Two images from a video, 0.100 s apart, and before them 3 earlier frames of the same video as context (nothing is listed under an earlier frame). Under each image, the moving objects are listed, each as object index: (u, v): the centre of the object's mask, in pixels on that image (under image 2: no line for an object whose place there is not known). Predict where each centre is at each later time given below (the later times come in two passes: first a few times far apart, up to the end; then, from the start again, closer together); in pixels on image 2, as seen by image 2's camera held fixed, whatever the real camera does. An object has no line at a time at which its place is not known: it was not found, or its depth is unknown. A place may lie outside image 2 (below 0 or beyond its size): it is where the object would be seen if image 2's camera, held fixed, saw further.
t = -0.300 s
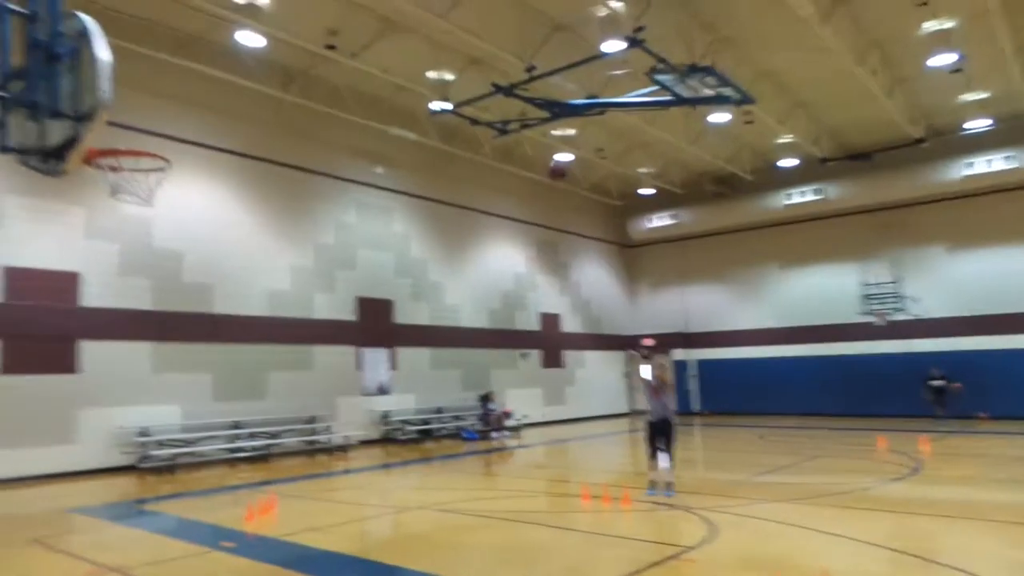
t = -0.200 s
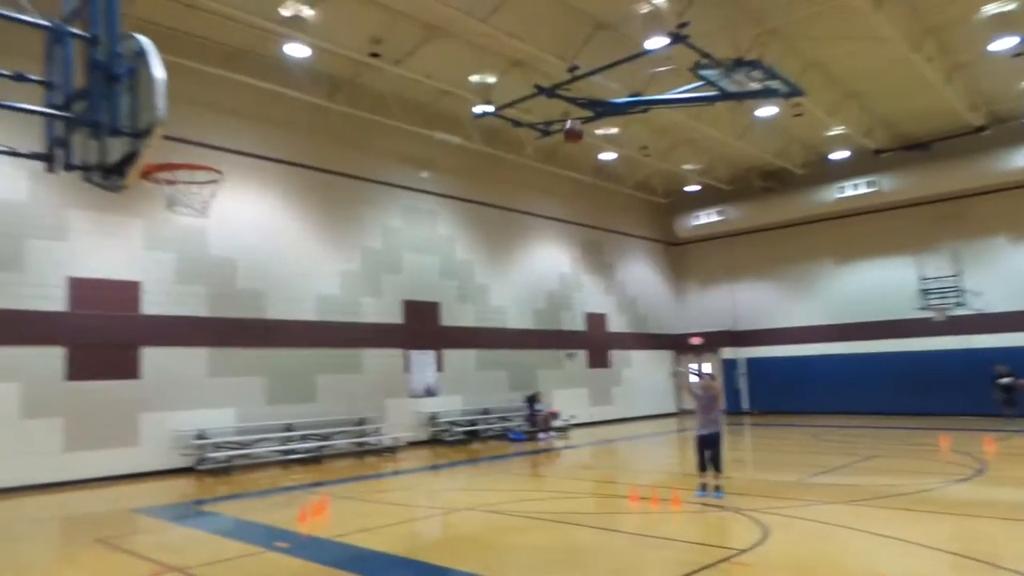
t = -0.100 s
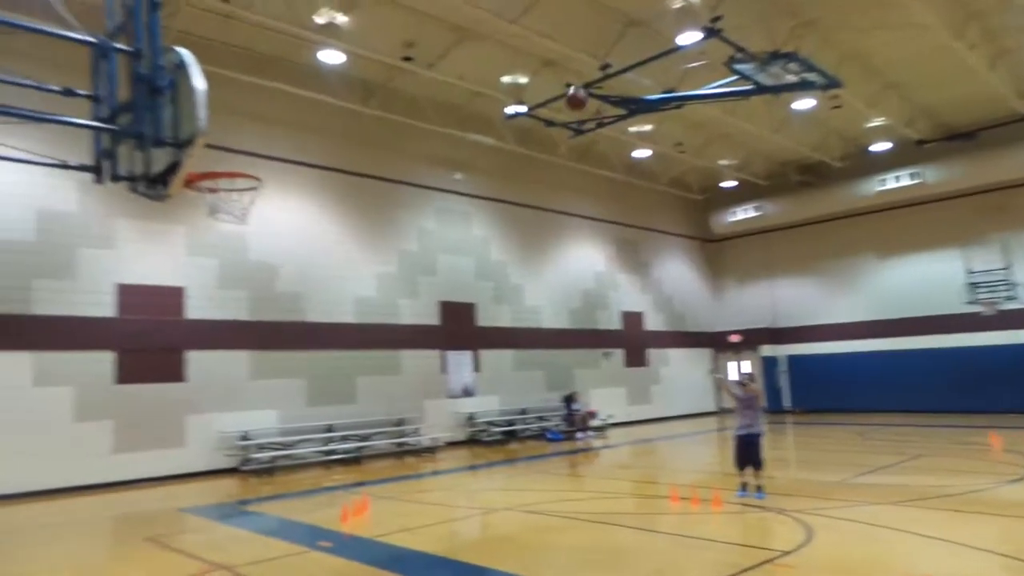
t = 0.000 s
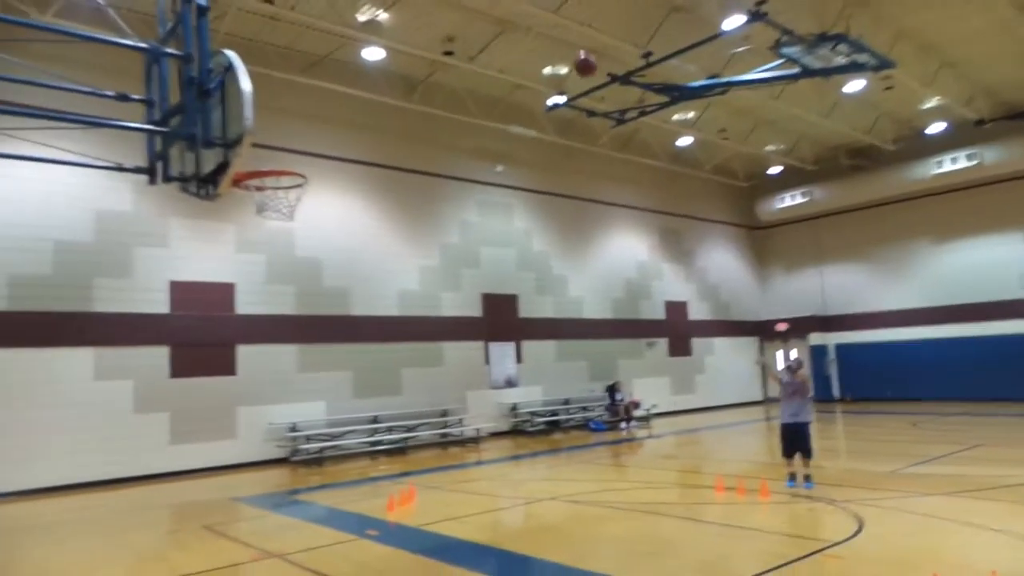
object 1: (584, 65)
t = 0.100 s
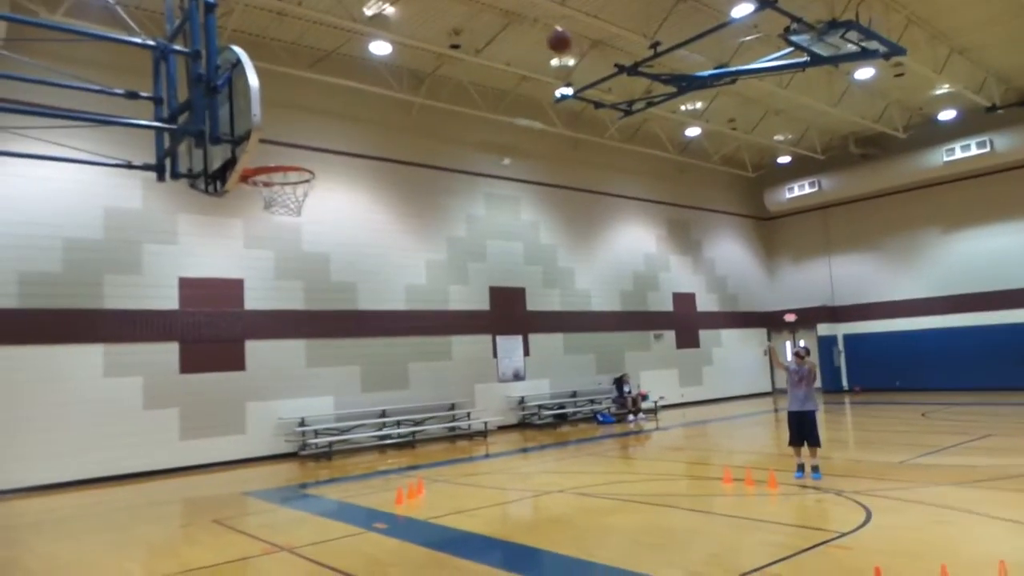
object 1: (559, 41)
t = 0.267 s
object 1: (499, 33)
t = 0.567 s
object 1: (366, 104)
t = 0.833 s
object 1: (265, 124)
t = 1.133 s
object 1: (291, 127)
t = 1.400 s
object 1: (347, 221)
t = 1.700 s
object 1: (410, 416)
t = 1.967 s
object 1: (443, 471)
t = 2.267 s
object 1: (444, 340)
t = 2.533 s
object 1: (453, 310)
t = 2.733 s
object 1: (461, 340)
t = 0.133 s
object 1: (547, 37)
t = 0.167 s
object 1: (535, 34)
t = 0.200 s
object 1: (524, 33)
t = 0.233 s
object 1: (512, 32)
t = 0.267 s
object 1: (499, 33)
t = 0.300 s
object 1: (486, 35)
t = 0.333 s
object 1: (474, 38)
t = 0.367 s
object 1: (461, 42)
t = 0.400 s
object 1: (446, 49)
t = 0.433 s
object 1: (433, 56)
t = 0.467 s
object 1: (415, 64)
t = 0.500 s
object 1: (399, 74)
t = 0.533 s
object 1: (384, 88)
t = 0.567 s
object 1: (366, 104)
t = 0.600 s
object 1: (348, 120)
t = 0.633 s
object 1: (332, 138)
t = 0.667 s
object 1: (314, 158)
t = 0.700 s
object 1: (302, 155)
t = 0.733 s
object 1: (292, 146)
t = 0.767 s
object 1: (280, 136)
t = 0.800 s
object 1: (270, 129)
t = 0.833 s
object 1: (265, 124)
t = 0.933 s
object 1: (244, 109)
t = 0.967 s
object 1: (249, 110)
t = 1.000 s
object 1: (267, 111)
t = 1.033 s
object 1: (271, 112)
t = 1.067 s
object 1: (277, 115)
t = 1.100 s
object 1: (283, 121)
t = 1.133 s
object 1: (291, 127)
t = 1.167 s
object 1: (300, 134)
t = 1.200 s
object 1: (306, 143)
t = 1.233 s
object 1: (314, 153)
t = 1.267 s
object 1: (320, 164)
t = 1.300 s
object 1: (327, 177)
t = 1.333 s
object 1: (333, 190)
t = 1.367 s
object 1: (340, 205)
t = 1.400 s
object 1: (347, 221)
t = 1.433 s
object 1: (355, 238)
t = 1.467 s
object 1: (361, 256)
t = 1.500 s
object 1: (367, 276)
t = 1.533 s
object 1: (375, 296)
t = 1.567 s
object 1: (382, 318)
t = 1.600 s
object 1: (389, 341)
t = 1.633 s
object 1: (396, 366)
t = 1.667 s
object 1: (403, 391)
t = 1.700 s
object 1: (410, 416)
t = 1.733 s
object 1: (417, 443)
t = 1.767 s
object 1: (425, 471)
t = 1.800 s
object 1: (434, 500)
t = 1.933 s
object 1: (445, 492)
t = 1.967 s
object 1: (443, 471)
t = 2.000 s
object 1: (442, 451)
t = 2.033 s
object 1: (441, 432)
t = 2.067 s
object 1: (441, 415)
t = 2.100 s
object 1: (442, 399)
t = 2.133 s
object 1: (441, 384)
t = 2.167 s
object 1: (442, 372)
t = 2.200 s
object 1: (442, 360)
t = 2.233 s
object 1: (443, 350)
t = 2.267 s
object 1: (444, 340)
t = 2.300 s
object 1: (445, 332)
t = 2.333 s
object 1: (446, 325)
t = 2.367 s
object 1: (447, 319)
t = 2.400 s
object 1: (448, 316)
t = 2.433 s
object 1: (449, 312)
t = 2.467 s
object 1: (450, 311)
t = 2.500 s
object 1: (451, 310)
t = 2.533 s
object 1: (453, 310)
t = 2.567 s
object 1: (454, 312)
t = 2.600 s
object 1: (455, 314)
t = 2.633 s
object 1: (457, 318)
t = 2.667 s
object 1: (459, 324)
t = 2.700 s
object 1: (460, 332)
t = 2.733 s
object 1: (461, 340)
